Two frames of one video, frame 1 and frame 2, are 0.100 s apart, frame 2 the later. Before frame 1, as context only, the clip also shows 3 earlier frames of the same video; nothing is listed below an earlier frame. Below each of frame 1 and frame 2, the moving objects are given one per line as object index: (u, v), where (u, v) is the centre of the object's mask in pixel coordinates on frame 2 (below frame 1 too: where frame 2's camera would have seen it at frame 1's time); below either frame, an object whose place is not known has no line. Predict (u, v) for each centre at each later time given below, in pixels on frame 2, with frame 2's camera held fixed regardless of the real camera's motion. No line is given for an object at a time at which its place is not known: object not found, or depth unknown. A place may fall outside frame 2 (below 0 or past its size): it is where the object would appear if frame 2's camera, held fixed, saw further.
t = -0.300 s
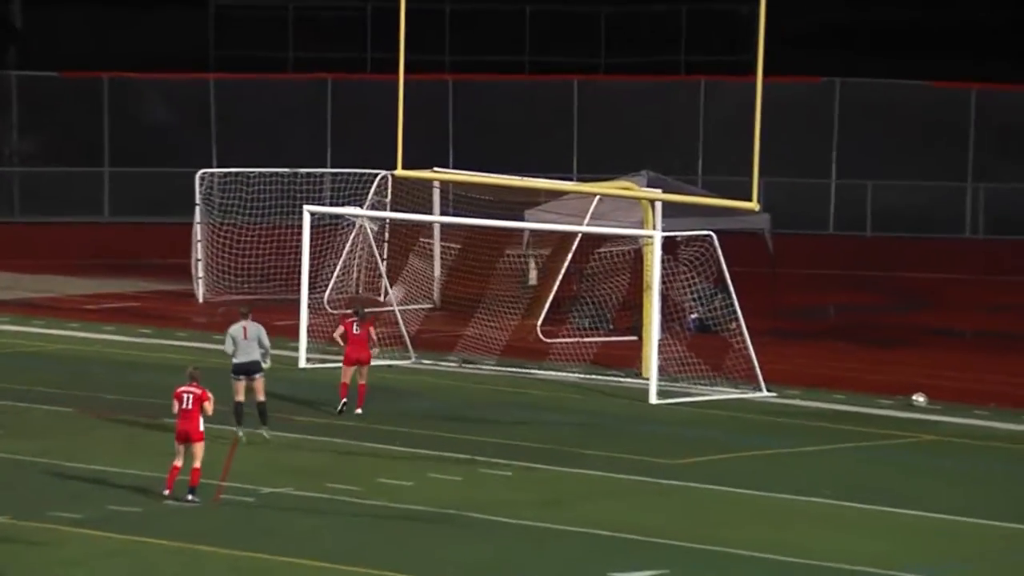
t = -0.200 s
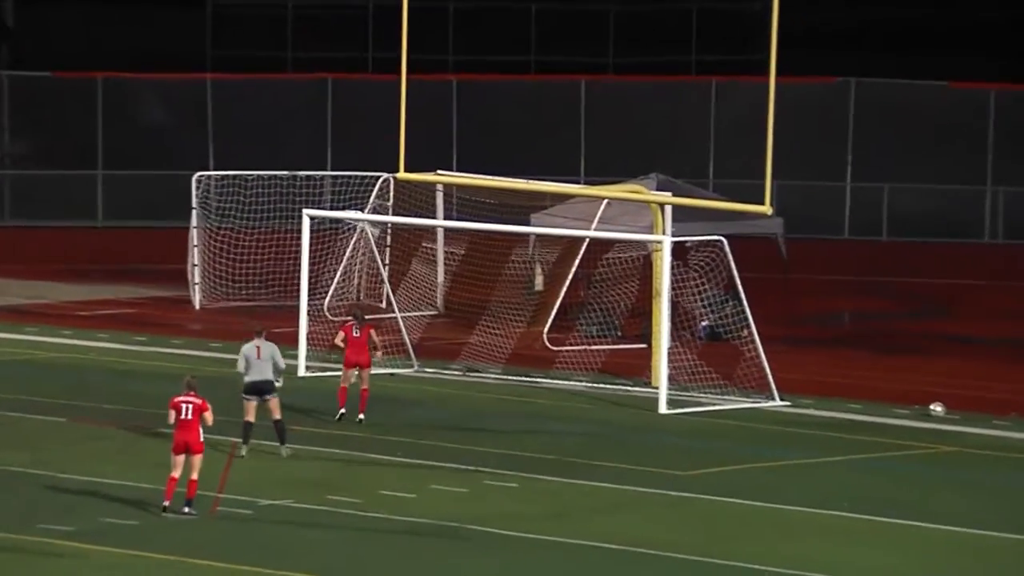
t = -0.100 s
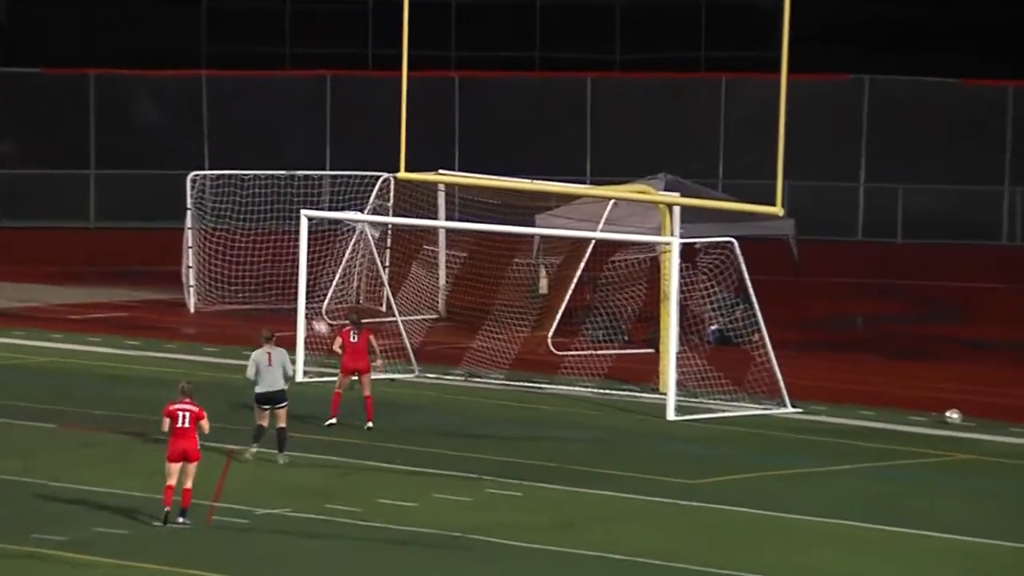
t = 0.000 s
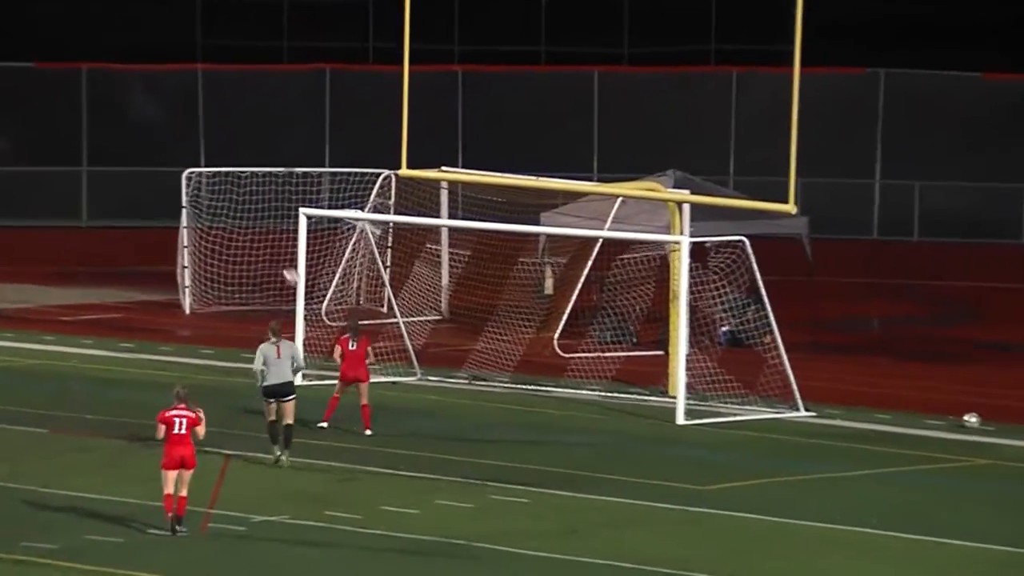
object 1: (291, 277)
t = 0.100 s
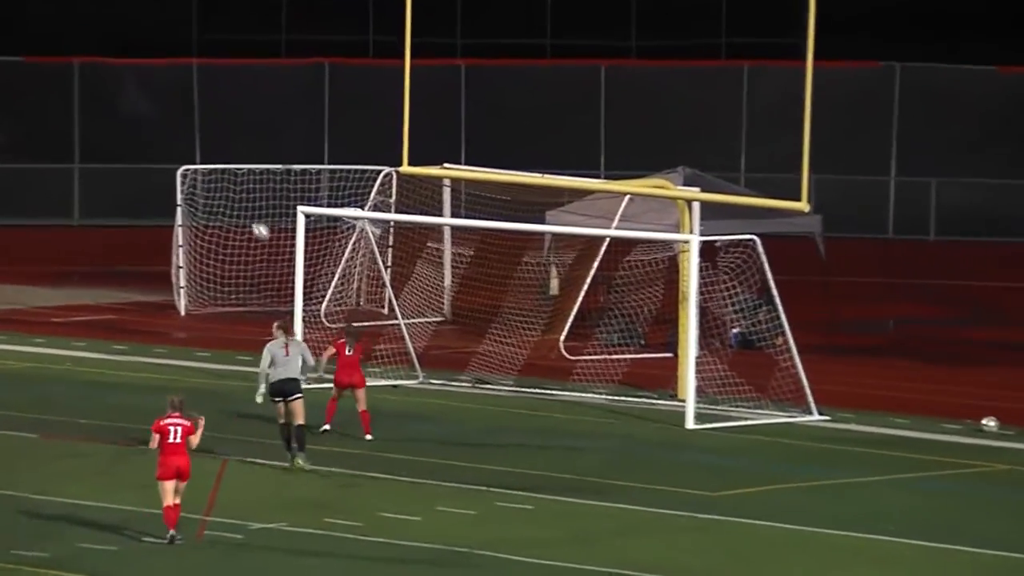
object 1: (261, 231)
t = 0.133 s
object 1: (250, 217)
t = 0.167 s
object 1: (240, 204)
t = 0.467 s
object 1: (149, 120)
